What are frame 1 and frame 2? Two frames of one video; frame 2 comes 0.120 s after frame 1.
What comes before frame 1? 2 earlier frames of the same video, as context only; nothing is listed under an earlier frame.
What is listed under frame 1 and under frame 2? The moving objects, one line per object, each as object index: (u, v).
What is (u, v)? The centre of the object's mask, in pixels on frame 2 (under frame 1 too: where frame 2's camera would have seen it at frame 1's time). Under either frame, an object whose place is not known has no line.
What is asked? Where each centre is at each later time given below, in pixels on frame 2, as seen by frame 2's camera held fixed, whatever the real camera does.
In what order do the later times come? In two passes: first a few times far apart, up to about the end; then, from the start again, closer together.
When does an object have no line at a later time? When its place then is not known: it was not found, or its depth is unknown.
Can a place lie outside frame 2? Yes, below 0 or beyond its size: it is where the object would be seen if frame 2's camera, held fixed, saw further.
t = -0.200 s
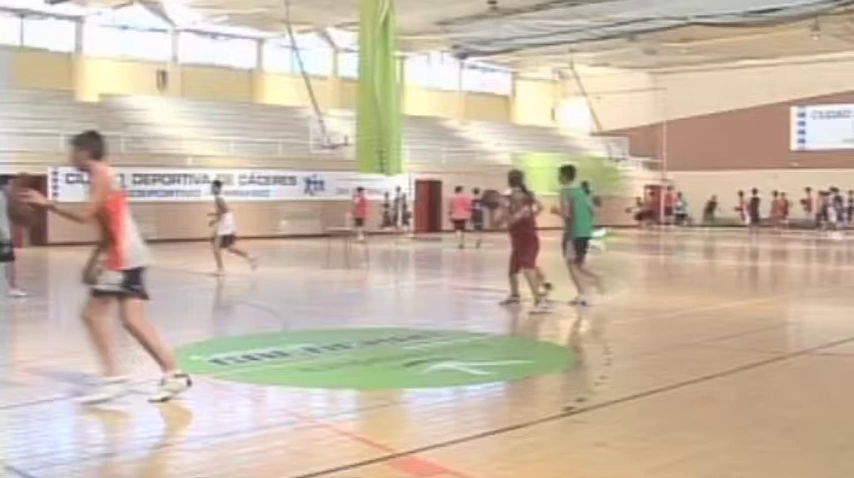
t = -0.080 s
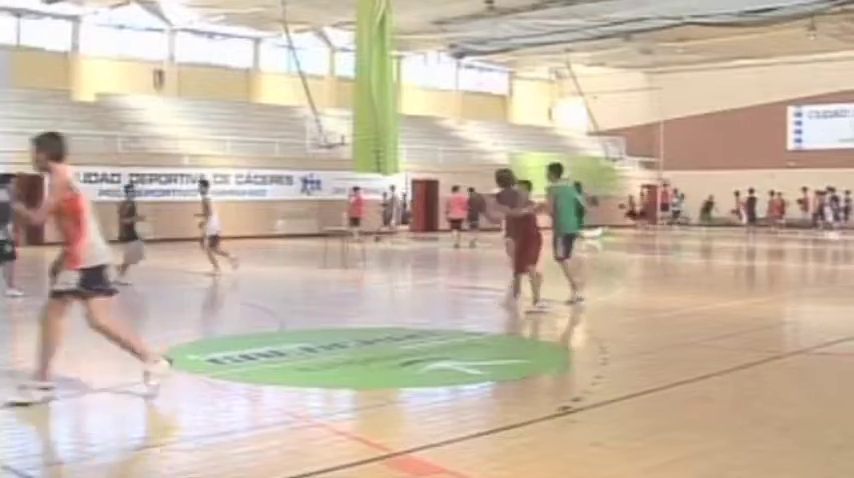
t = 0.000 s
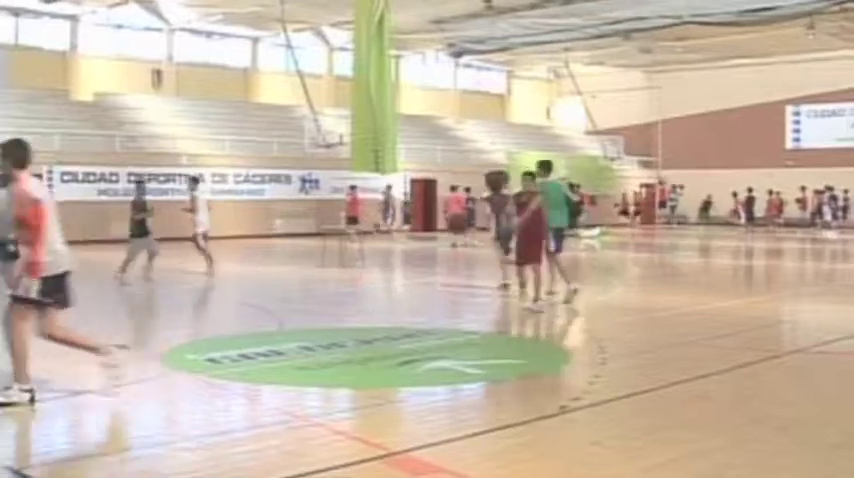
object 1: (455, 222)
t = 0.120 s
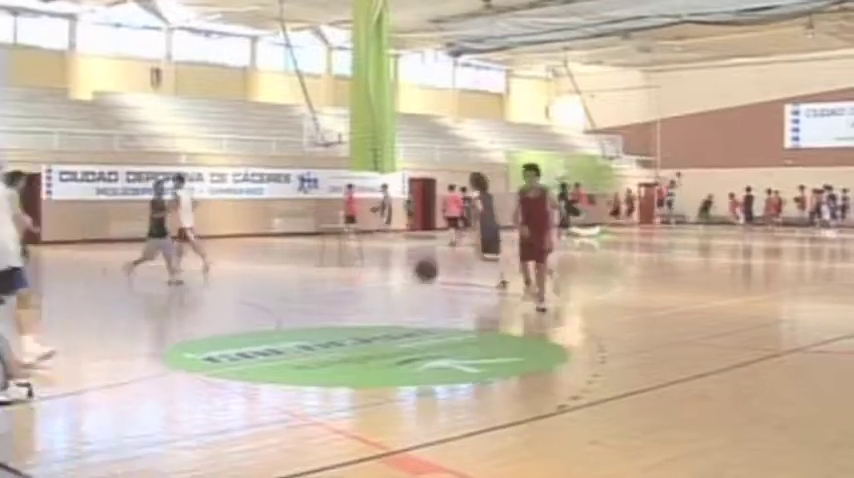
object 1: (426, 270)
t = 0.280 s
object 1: (385, 310)
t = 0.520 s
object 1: (331, 243)
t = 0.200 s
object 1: (403, 313)
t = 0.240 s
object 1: (392, 328)
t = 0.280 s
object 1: (385, 310)
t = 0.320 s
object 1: (377, 295)
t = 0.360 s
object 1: (368, 282)
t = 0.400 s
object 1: (360, 270)
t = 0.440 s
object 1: (350, 259)
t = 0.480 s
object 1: (341, 250)
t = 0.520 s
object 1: (331, 243)
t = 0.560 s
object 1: (321, 239)
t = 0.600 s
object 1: (310, 235)
